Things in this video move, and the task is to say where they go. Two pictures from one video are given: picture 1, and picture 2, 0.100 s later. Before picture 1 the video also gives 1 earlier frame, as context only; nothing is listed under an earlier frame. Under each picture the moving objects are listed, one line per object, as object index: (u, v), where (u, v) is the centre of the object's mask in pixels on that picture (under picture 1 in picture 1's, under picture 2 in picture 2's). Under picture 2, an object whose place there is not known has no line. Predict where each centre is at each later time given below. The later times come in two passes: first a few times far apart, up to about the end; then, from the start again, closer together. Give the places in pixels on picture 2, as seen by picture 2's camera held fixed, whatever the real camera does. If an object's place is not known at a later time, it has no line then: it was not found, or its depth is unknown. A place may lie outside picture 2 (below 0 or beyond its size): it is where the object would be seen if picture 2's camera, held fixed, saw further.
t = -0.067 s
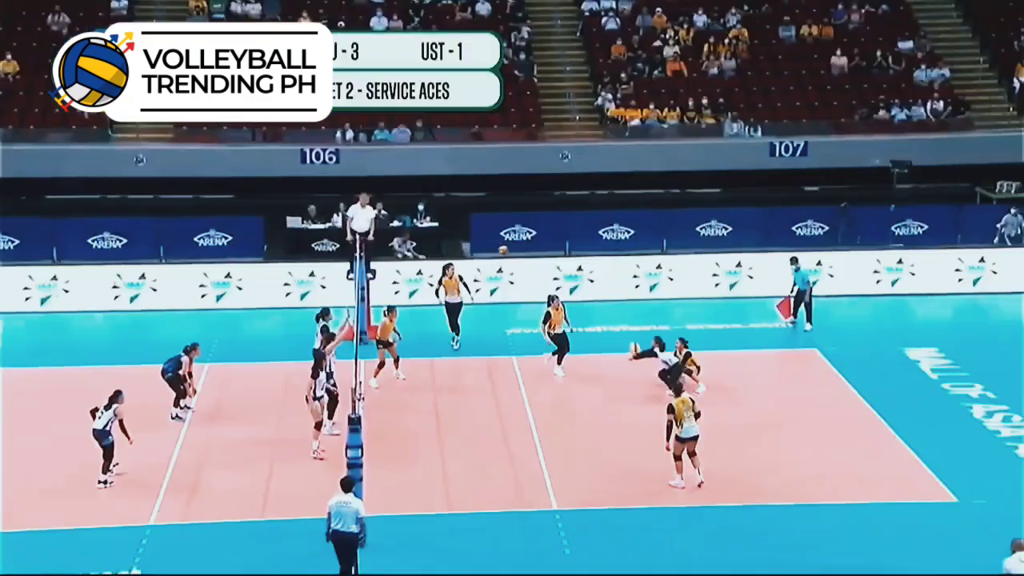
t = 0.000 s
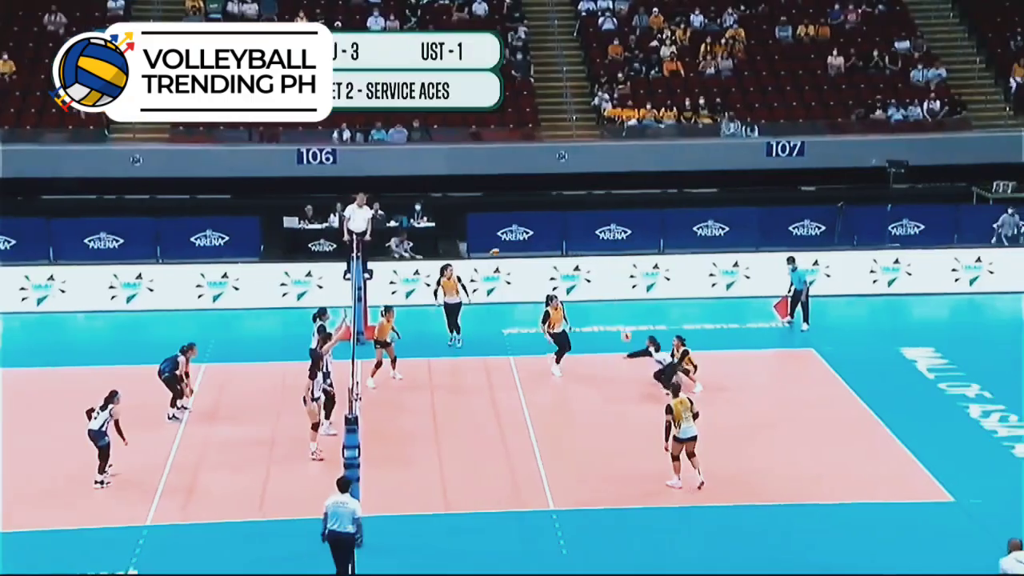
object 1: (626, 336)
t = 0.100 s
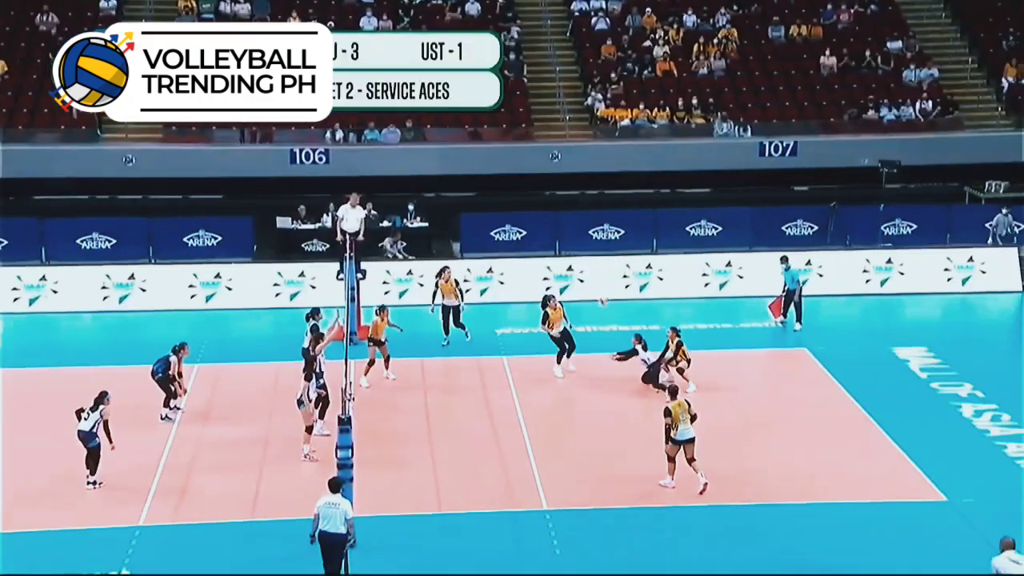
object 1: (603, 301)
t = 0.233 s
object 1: (582, 257)
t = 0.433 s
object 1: (552, 216)
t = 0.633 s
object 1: (523, 194)
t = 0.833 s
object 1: (495, 192)
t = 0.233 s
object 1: (582, 257)
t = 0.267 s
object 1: (576, 250)
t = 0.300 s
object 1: (572, 242)
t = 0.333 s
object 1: (566, 235)
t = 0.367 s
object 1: (561, 228)
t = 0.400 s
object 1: (556, 222)
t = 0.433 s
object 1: (552, 216)
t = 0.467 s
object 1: (547, 211)
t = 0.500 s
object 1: (542, 206)
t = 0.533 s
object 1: (537, 202)
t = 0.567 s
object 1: (532, 199)
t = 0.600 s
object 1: (528, 196)
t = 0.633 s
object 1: (523, 194)
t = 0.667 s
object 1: (519, 192)
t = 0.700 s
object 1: (514, 191)
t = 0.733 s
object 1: (509, 190)
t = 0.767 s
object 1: (505, 191)
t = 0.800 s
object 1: (500, 191)
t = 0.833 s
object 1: (495, 192)
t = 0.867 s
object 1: (491, 194)
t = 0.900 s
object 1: (486, 196)
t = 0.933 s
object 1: (482, 199)
